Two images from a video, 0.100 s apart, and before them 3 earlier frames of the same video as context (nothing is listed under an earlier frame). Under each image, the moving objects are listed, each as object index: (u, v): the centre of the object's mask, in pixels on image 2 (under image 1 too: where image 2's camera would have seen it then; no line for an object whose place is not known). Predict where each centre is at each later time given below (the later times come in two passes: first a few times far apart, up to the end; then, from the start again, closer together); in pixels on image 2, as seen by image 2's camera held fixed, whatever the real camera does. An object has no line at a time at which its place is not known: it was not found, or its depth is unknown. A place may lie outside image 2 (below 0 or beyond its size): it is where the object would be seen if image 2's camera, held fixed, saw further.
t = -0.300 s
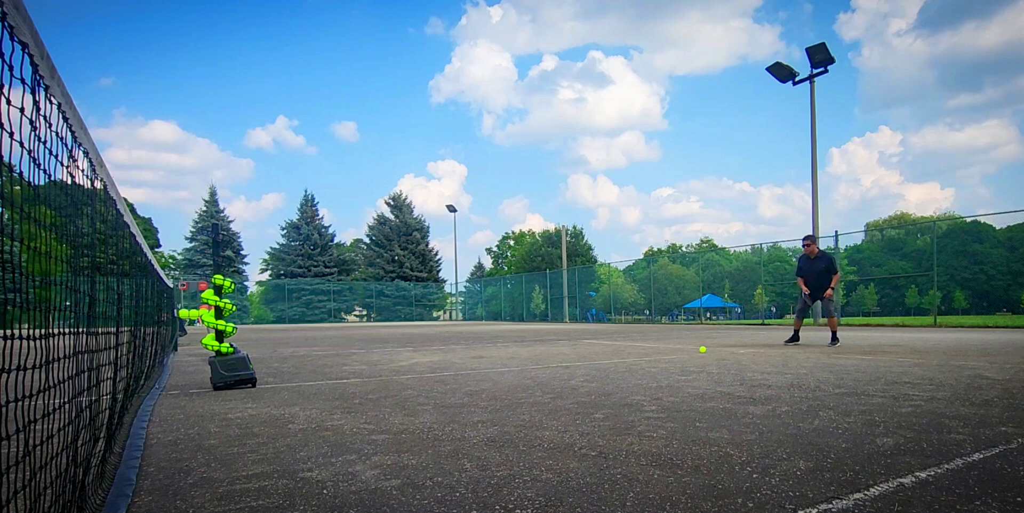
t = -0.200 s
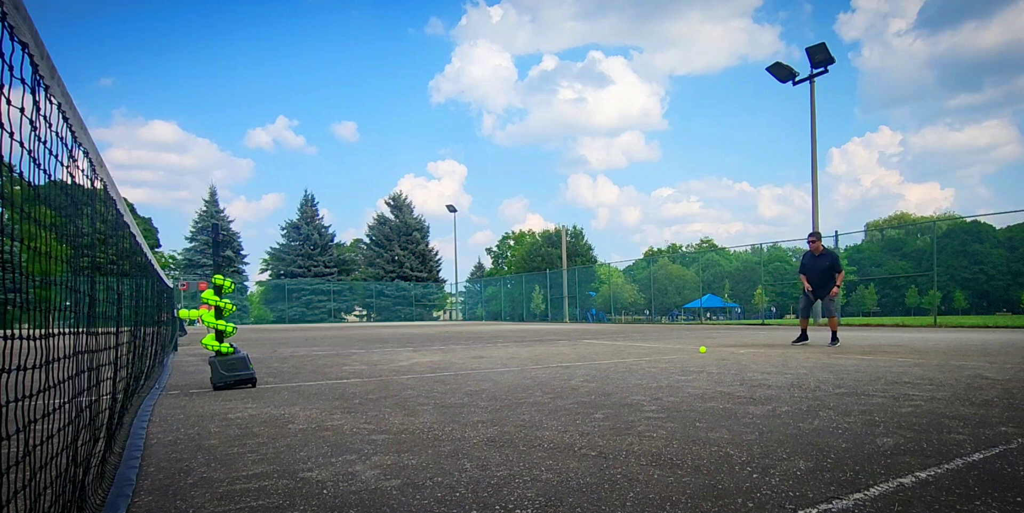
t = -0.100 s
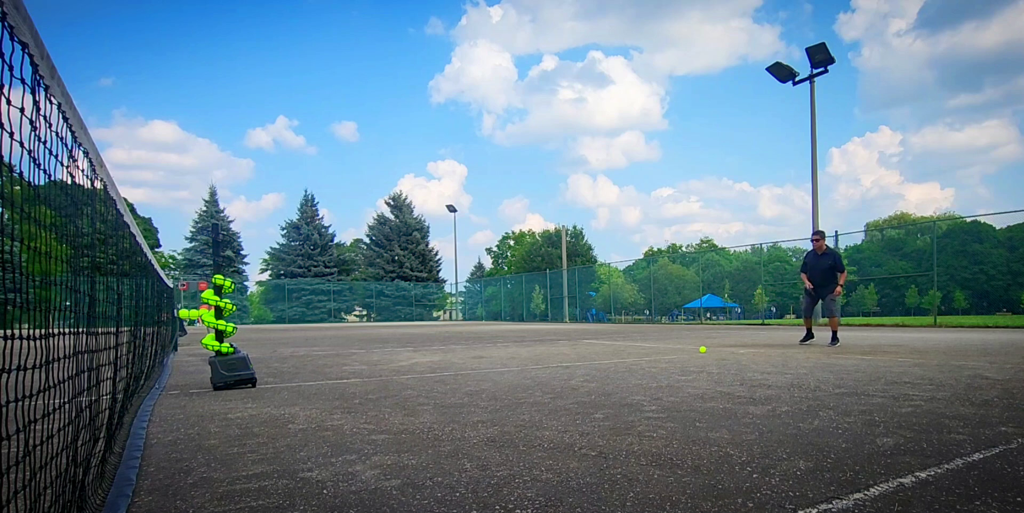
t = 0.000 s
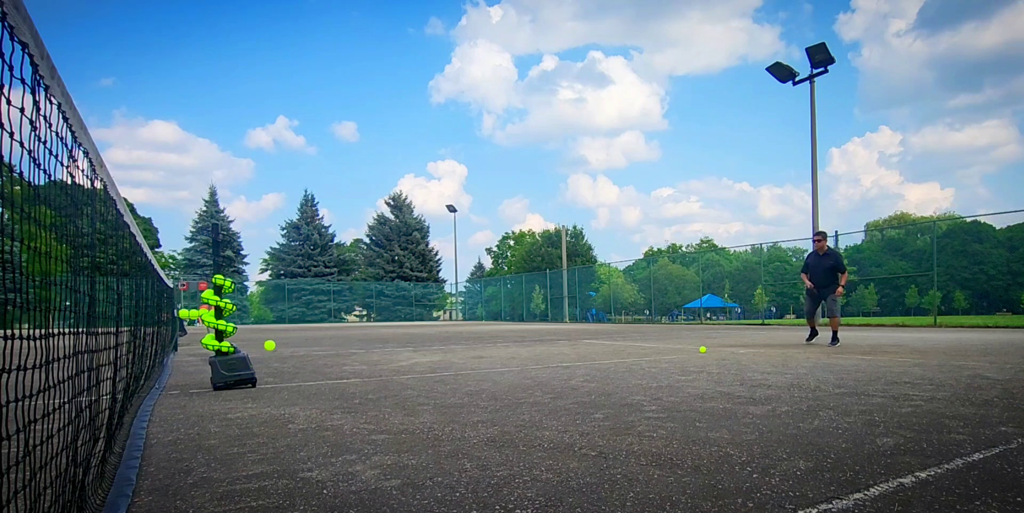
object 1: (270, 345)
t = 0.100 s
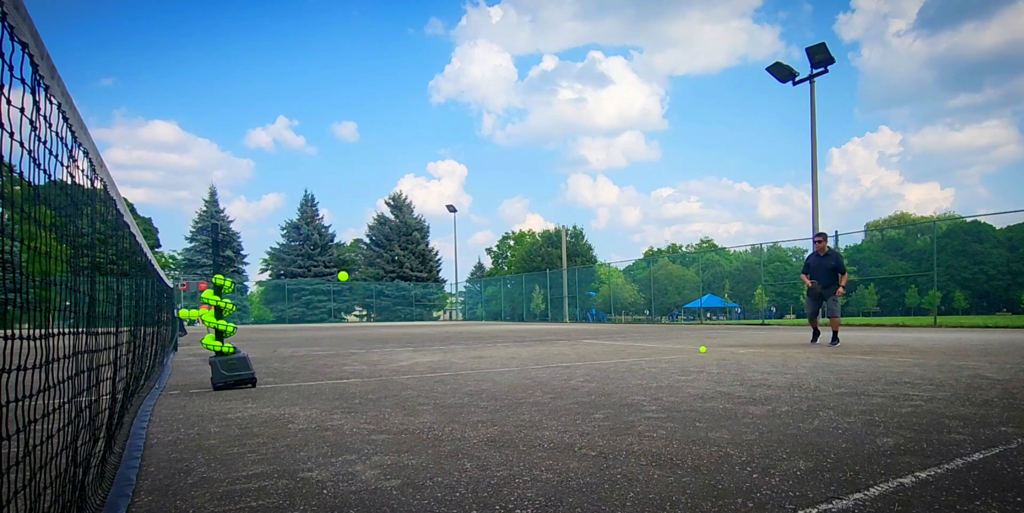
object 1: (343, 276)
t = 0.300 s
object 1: (469, 194)
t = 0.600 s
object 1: (619, 176)
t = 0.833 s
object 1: (710, 222)
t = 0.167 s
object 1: (388, 241)
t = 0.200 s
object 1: (409, 227)
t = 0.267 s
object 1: (449, 203)
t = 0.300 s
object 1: (469, 194)
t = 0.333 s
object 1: (488, 186)
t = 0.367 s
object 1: (506, 180)
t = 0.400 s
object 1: (523, 176)
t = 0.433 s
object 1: (541, 173)
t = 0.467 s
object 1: (557, 171)
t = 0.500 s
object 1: (573, 170)
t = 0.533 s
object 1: (589, 171)
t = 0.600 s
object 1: (619, 176)
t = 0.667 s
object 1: (647, 184)
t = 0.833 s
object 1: (710, 222)
